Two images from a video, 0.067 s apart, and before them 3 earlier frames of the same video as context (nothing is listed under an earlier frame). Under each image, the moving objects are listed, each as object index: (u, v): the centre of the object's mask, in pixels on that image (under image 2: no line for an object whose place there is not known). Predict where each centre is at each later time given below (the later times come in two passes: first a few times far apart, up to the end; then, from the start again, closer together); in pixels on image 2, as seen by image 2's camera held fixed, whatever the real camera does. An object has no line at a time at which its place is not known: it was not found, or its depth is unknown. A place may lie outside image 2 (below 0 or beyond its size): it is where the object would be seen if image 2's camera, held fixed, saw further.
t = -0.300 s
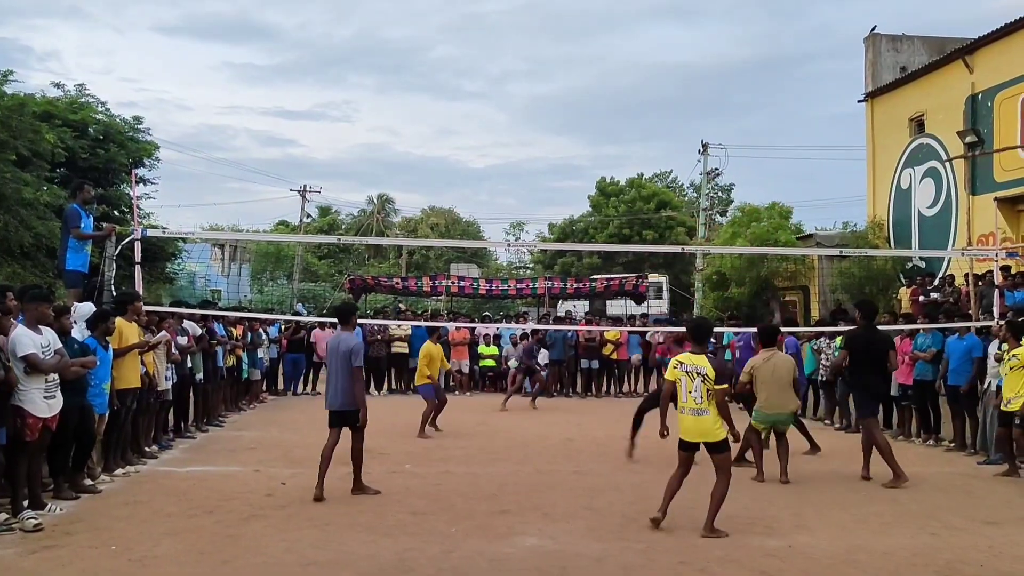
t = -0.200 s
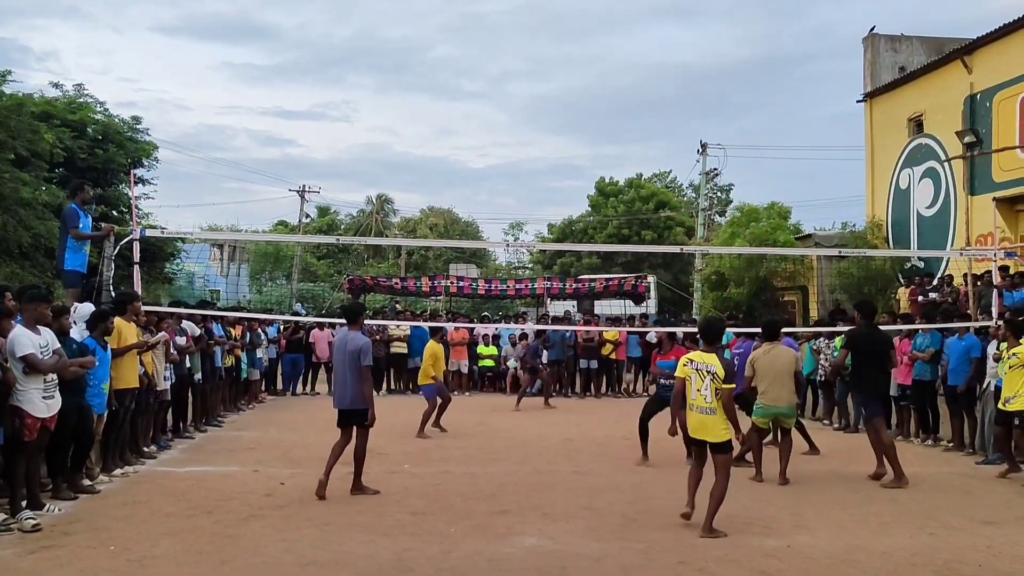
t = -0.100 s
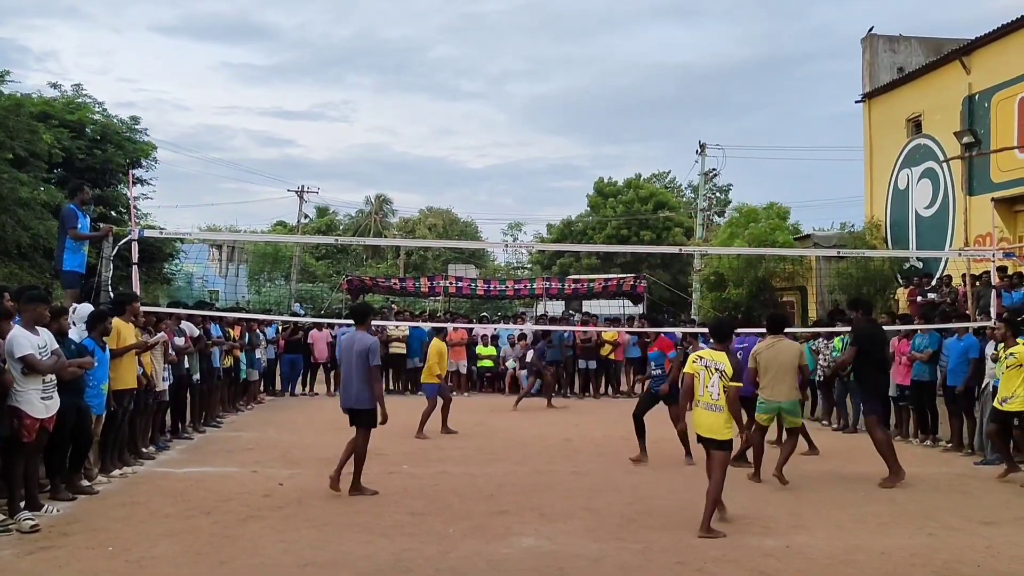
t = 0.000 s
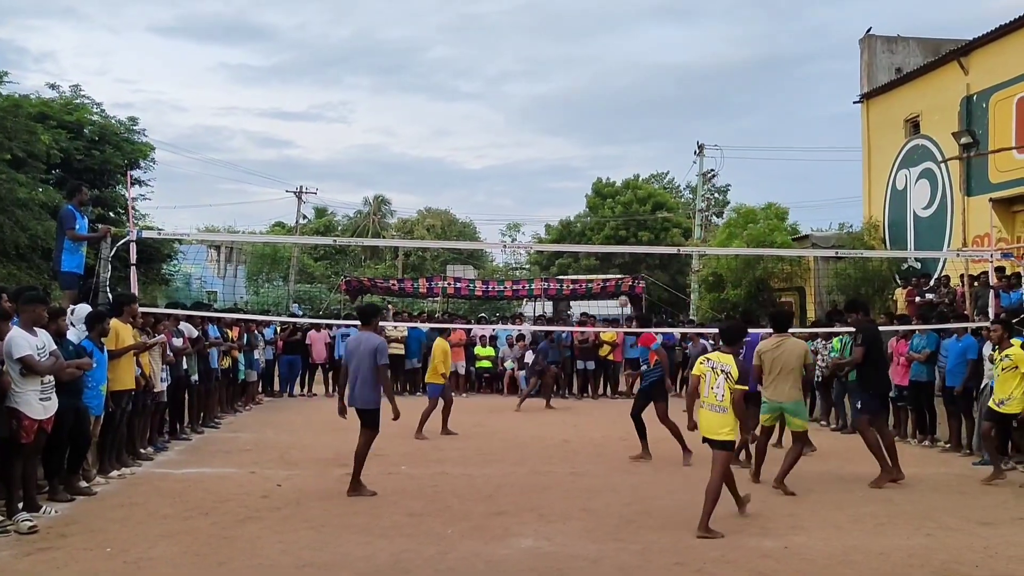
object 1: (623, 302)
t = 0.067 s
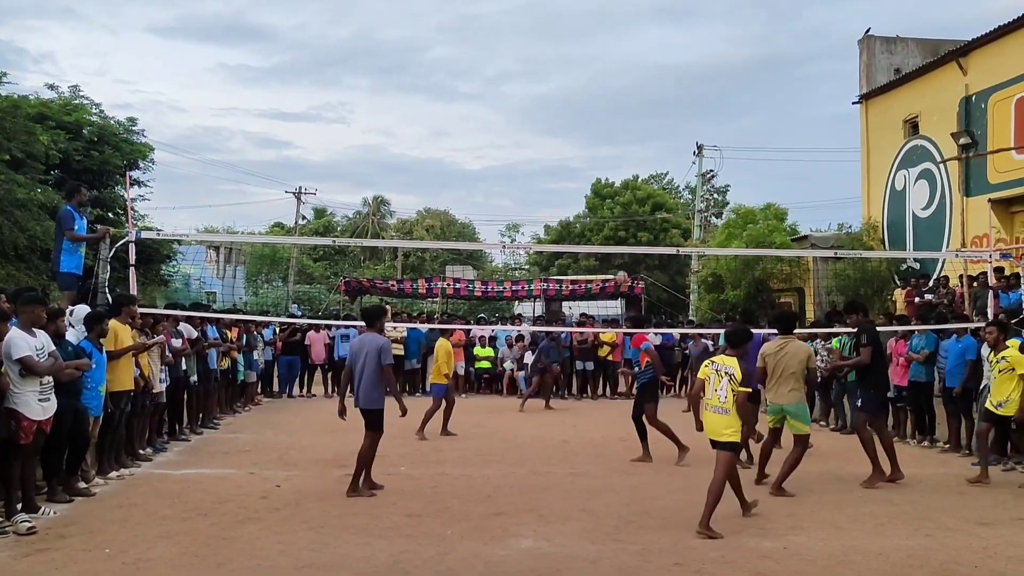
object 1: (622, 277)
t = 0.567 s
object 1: (618, 120)
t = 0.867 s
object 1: (615, 66)
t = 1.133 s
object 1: (612, 59)
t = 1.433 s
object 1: (604, 119)
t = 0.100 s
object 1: (622, 264)
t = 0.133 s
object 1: (621, 256)
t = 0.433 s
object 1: (619, 156)
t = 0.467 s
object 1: (619, 146)
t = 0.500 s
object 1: (618, 137)
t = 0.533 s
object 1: (618, 128)
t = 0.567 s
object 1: (618, 120)
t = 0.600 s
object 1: (617, 112)
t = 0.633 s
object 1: (617, 104)
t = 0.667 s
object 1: (617, 97)
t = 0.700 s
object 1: (617, 91)
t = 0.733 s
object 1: (616, 85)
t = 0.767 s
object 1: (616, 79)
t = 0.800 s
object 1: (616, 74)
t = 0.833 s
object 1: (616, 69)
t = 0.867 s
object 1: (615, 66)
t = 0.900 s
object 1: (615, 63)
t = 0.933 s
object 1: (615, 60)
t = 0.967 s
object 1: (614, 58)
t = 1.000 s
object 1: (614, 57)
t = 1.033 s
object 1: (613, 56)
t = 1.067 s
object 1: (613, 56)
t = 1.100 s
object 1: (612, 57)
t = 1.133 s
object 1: (612, 59)
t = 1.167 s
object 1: (611, 61)
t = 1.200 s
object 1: (610, 65)
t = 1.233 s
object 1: (610, 70)
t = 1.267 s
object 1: (609, 75)
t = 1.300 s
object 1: (608, 81)
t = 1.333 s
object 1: (607, 89)
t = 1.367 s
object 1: (606, 98)
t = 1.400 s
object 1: (605, 108)
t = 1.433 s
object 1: (604, 119)
